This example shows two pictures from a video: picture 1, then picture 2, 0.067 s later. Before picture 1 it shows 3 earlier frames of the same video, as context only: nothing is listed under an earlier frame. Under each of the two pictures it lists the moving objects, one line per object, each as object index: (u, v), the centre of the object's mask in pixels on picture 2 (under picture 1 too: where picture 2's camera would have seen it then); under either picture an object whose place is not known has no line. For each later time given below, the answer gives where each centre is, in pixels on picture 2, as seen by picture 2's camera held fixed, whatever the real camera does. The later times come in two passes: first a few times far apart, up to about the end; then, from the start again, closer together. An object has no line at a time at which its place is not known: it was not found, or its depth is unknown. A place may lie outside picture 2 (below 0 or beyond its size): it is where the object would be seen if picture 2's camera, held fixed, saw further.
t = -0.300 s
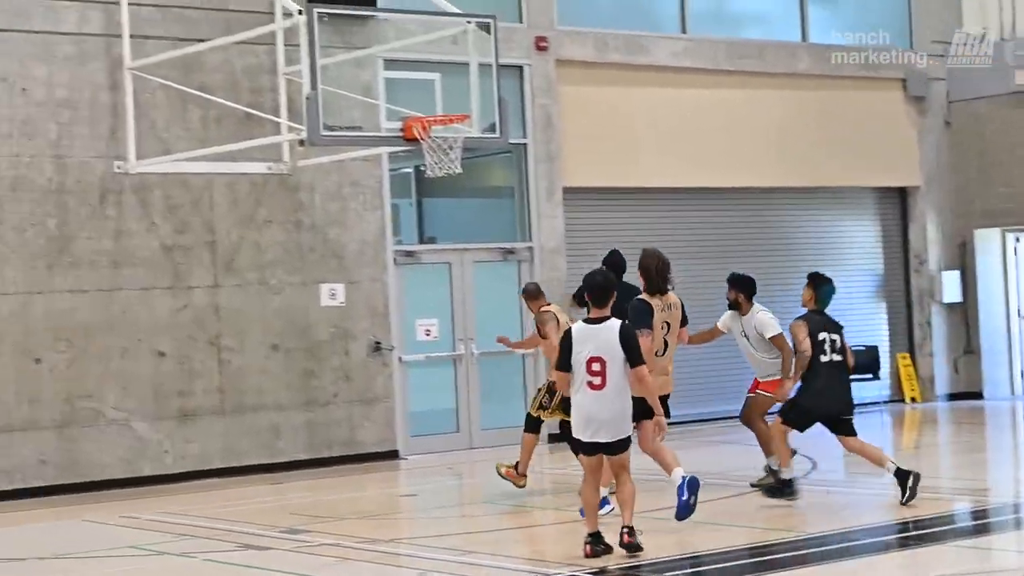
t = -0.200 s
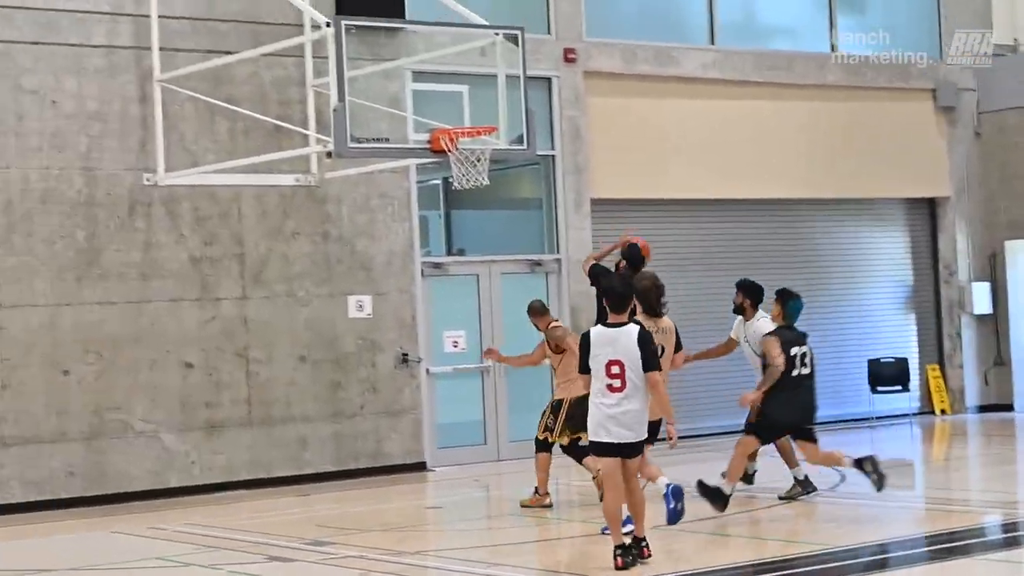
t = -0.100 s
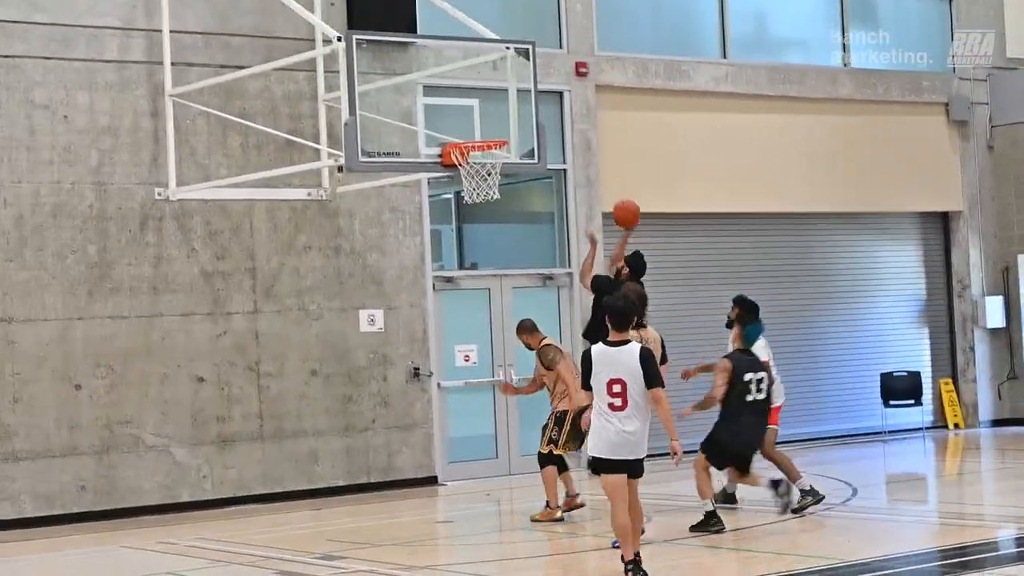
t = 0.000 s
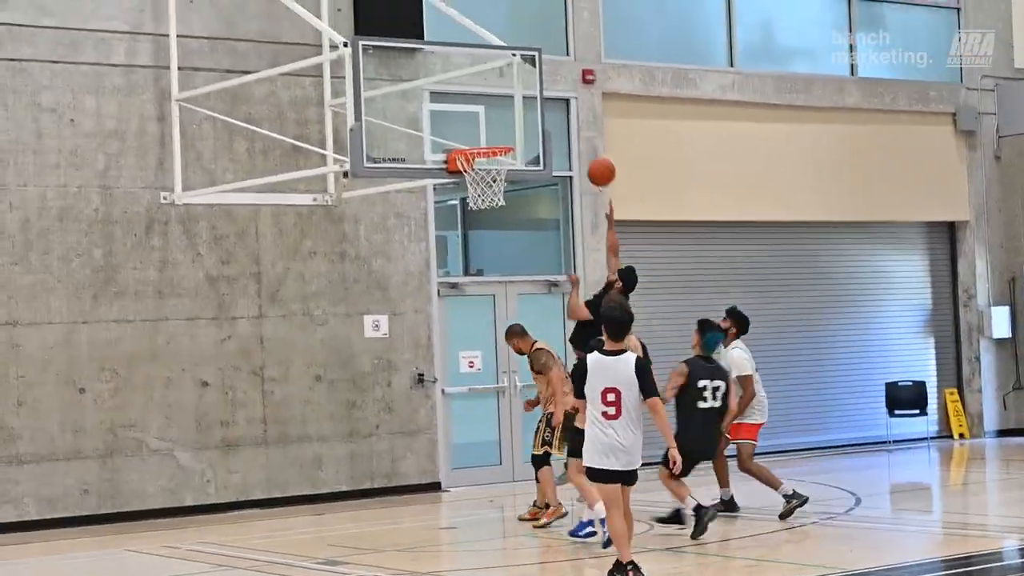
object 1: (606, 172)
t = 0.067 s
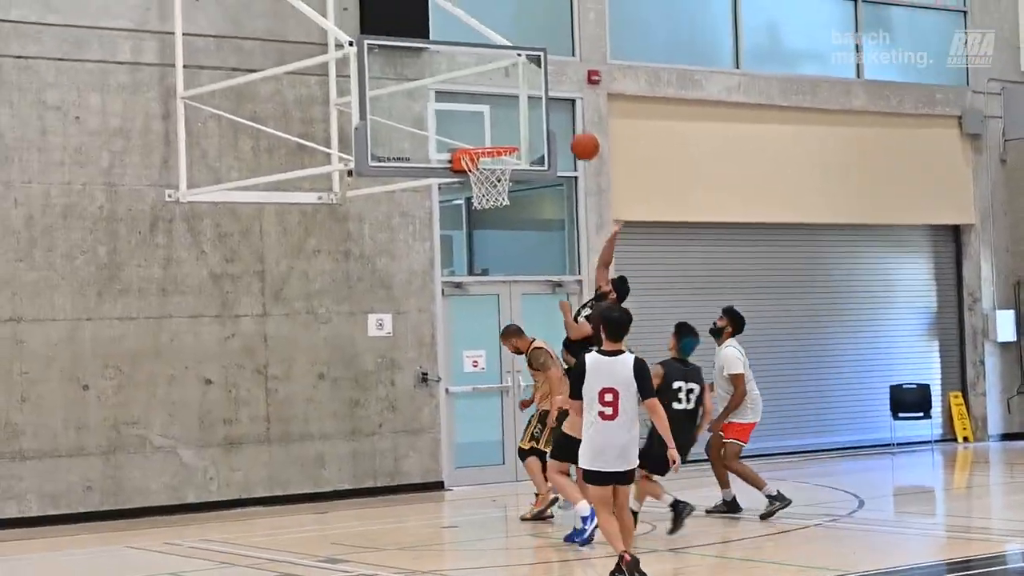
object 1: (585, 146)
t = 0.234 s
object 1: (532, 105)
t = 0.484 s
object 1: (511, 102)
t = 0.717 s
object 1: (493, 136)
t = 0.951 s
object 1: (487, 169)
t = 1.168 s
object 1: (490, 223)
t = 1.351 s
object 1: (502, 304)
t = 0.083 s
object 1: (579, 141)
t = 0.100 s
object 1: (574, 135)
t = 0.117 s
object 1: (569, 130)
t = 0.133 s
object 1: (562, 126)
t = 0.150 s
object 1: (558, 122)
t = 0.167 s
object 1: (553, 118)
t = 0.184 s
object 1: (548, 114)
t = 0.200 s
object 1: (543, 111)
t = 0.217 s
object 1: (537, 108)
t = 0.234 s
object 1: (532, 105)
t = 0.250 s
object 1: (528, 102)
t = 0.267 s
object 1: (522, 100)
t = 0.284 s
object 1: (517, 98)
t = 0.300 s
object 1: (515, 97)
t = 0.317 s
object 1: (515, 95)
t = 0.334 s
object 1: (514, 95)
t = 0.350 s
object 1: (514, 94)
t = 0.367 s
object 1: (514, 94)
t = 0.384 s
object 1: (513, 94)
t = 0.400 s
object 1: (512, 95)
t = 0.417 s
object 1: (512, 96)
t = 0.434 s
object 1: (512, 97)
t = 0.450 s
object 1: (511, 98)
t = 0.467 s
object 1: (511, 100)
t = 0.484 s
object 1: (511, 102)
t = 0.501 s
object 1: (510, 104)
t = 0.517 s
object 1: (510, 108)
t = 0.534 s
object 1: (509, 110)
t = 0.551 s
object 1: (509, 114)
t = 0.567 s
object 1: (509, 118)
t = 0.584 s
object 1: (509, 122)
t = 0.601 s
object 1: (508, 126)
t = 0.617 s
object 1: (507, 131)
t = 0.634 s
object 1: (507, 134)
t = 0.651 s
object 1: (504, 135)
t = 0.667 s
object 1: (502, 135)
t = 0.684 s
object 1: (499, 135)
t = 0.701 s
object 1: (496, 135)
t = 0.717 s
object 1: (493, 136)
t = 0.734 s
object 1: (490, 137)
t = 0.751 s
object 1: (486, 138)
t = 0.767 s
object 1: (483, 139)
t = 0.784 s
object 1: (480, 140)
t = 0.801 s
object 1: (478, 142)
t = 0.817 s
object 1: (478, 143)
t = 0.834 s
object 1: (478, 143)
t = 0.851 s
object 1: (478, 143)
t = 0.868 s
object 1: (477, 144)
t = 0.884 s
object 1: (477, 146)
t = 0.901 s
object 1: (479, 148)
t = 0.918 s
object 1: (476, 148)
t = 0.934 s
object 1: (479, 147)
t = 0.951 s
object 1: (487, 169)
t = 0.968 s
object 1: (487, 171)
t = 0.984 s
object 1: (488, 179)
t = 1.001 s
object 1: (486, 180)
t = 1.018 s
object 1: (485, 180)
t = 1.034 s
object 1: (486, 183)
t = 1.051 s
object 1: (489, 189)
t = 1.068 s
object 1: (490, 195)
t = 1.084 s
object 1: (487, 201)
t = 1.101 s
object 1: (488, 204)
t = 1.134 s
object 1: (489, 215)
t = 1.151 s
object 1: (489, 218)
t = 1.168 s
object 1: (490, 223)
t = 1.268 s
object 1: (495, 262)
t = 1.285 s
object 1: (497, 270)
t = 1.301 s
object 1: (498, 278)
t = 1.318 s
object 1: (499, 286)
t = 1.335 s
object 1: (501, 295)
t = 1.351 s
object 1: (502, 304)
